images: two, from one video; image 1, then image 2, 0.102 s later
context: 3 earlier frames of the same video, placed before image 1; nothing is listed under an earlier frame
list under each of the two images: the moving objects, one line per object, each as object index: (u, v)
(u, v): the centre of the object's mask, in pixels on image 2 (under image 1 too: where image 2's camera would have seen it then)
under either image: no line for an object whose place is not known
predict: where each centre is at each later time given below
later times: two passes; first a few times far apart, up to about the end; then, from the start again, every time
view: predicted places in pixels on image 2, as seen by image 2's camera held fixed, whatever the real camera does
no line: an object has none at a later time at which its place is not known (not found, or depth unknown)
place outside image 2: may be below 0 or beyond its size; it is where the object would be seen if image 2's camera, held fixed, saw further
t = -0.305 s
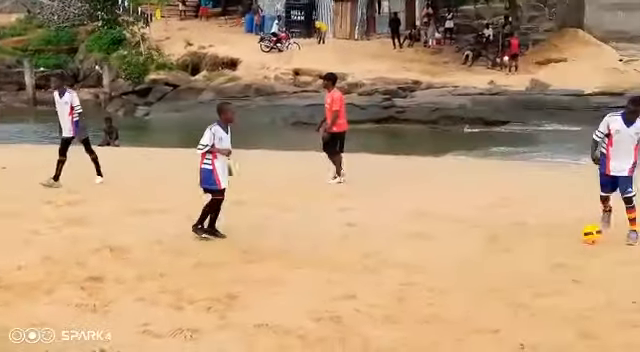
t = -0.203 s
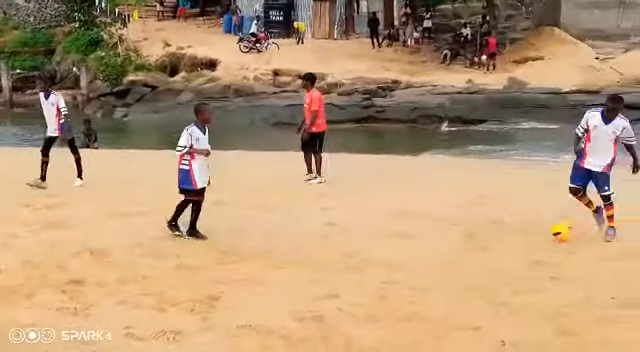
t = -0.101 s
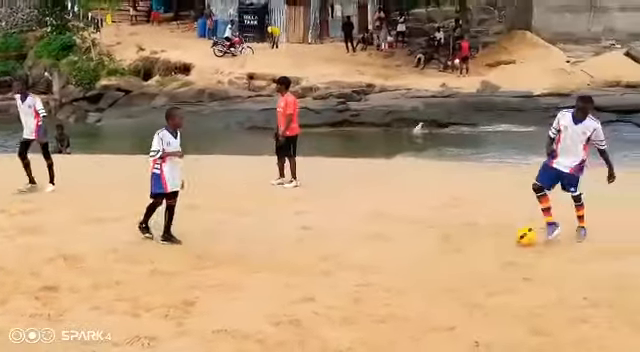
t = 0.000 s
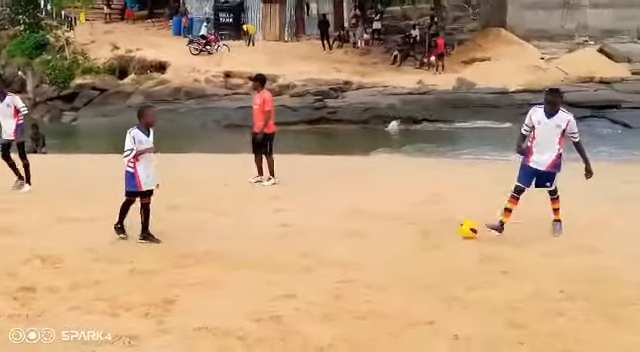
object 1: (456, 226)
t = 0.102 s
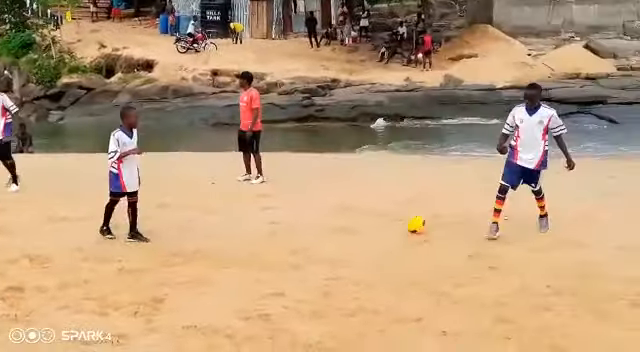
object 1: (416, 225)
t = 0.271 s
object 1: (364, 223)
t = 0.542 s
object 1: (300, 223)
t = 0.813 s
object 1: (246, 221)
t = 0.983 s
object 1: (214, 221)
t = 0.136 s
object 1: (405, 224)
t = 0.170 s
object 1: (394, 224)
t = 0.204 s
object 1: (384, 224)
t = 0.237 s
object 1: (373, 223)
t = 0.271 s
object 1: (364, 223)
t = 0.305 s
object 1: (354, 223)
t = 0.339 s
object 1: (347, 223)
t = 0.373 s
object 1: (339, 223)
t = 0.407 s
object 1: (331, 223)
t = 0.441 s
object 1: (322, 224)
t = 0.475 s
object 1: (316, 223)
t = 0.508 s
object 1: (310, 223)
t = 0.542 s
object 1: (300, 223)
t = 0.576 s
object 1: (293, 222)
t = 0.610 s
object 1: (286, 223)
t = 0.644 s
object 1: (280, 222)
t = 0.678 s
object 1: (273, 222)
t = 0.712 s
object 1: (267, 223)
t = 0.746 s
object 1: (260, 223)
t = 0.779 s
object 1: (252, 222)
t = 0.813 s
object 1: (246, 221)
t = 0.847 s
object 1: (239, 222)
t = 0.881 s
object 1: (233, 221)
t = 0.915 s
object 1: (227, 222)
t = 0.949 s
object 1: (220, 222)
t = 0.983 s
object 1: (214, 221)
